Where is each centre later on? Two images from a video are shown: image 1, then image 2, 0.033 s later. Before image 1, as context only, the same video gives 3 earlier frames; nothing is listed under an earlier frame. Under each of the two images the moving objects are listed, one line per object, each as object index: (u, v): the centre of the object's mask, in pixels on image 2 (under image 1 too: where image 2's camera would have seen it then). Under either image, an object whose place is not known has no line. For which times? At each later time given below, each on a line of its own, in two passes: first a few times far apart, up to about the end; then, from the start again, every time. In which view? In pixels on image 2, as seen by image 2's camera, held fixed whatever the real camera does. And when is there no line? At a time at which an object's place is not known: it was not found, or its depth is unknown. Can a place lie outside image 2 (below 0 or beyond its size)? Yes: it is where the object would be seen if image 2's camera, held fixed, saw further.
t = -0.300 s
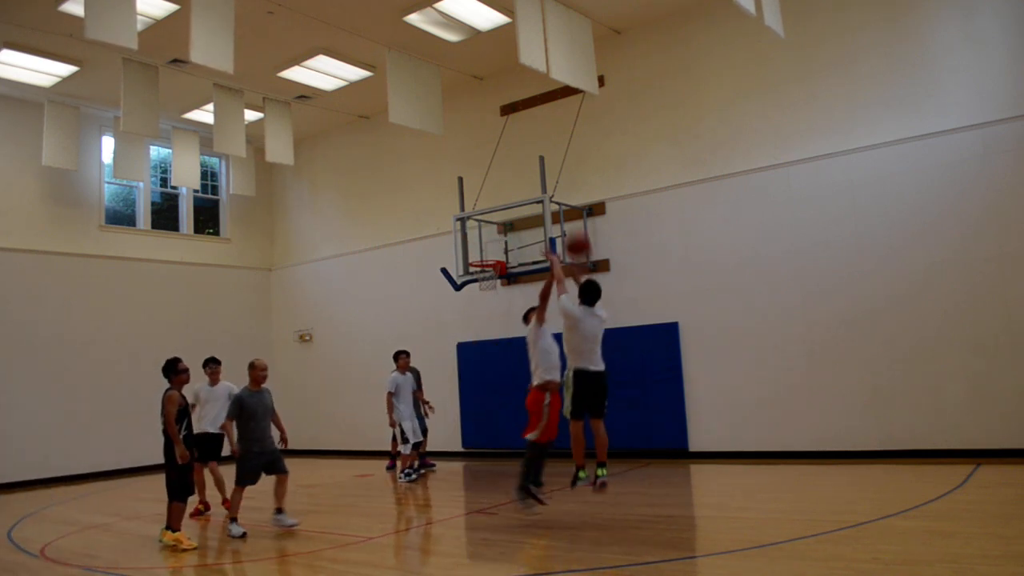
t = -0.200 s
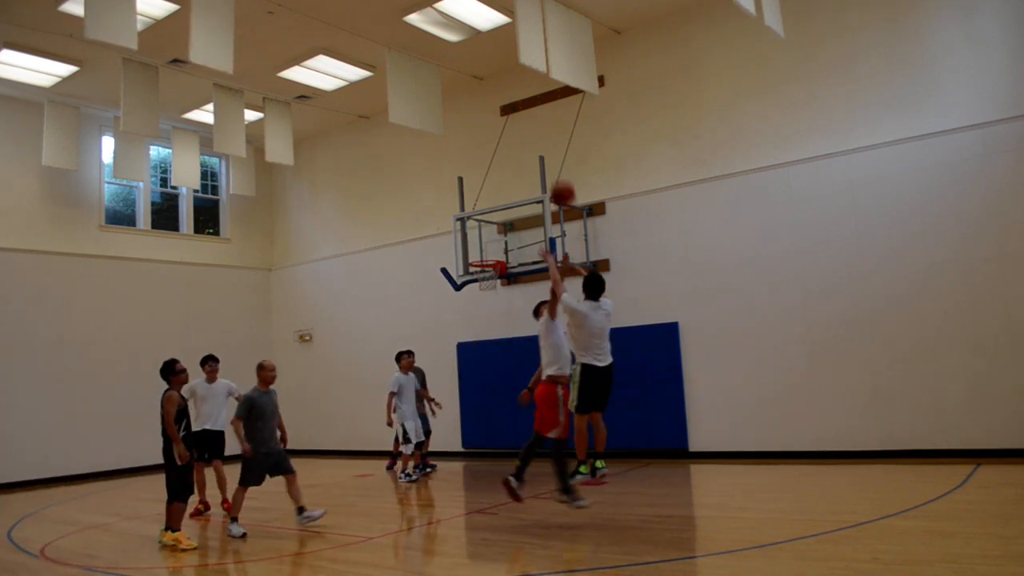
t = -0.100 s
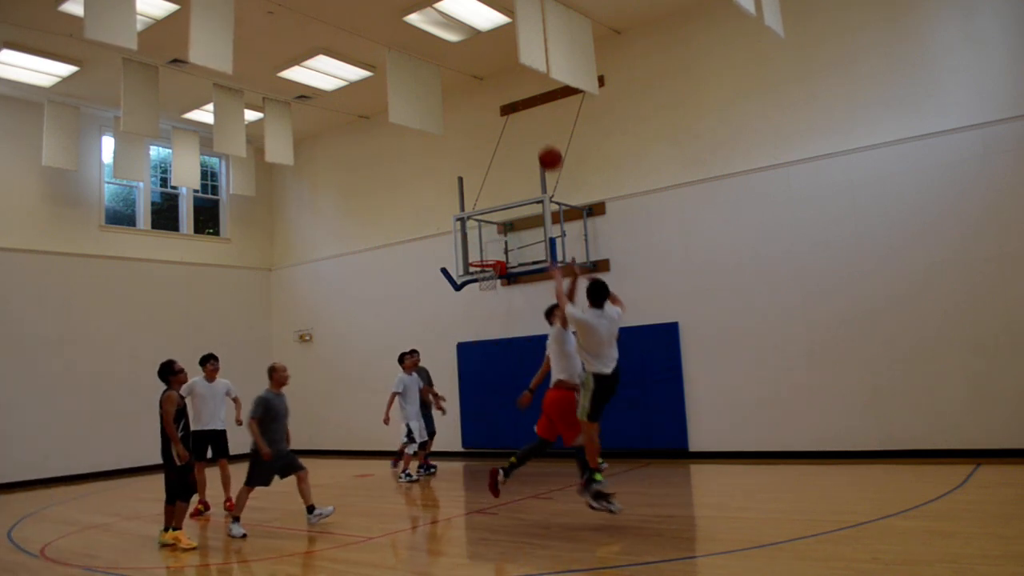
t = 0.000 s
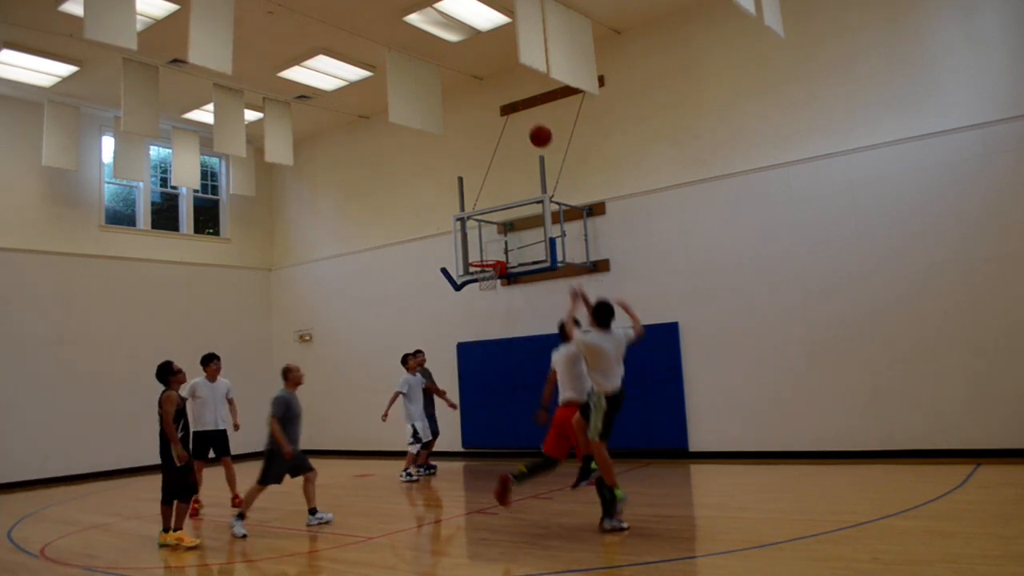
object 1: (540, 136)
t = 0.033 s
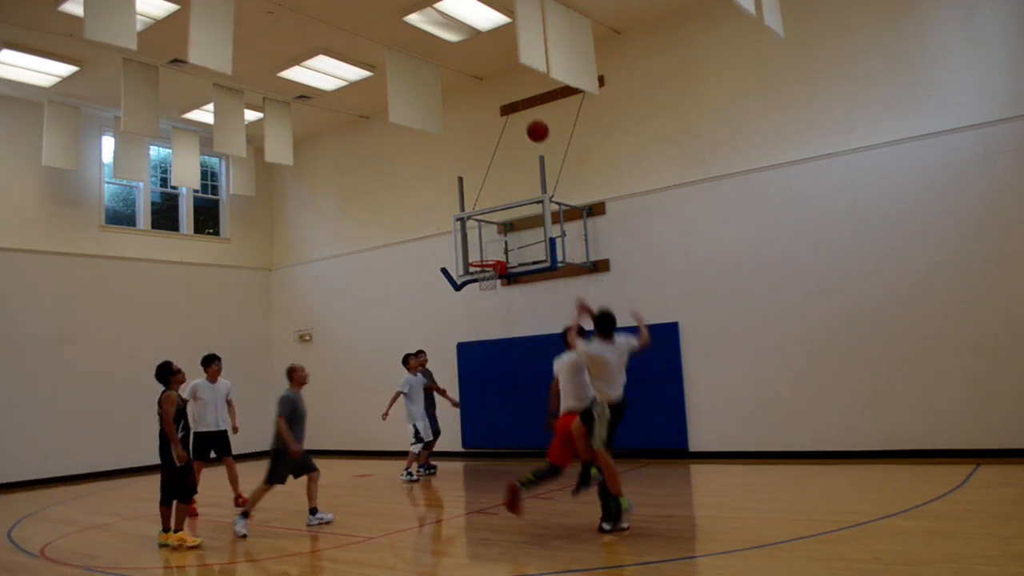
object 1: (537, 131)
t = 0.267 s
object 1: (521, 124)
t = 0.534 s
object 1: (508, 165)
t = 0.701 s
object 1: (504, 210)
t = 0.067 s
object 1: (534, 127)
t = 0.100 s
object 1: (532, 124)
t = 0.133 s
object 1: (530, 123)
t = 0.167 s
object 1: (527, 122)
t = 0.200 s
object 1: (525, 122)
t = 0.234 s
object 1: (523, 123)
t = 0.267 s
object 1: (521, 124)
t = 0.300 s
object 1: (519, 127)
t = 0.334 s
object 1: (517, 130)
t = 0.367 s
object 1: (515, 134)
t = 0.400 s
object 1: (514, 139)
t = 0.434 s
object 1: (512, 145)
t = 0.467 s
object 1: (511, 151)
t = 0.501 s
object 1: (510, 157)
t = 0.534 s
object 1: (508, 165)
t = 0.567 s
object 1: (507, 173)
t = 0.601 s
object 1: (506, 181)
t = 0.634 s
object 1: (505, 191)
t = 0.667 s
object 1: (504, 200)
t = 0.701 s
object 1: (504, 210)
